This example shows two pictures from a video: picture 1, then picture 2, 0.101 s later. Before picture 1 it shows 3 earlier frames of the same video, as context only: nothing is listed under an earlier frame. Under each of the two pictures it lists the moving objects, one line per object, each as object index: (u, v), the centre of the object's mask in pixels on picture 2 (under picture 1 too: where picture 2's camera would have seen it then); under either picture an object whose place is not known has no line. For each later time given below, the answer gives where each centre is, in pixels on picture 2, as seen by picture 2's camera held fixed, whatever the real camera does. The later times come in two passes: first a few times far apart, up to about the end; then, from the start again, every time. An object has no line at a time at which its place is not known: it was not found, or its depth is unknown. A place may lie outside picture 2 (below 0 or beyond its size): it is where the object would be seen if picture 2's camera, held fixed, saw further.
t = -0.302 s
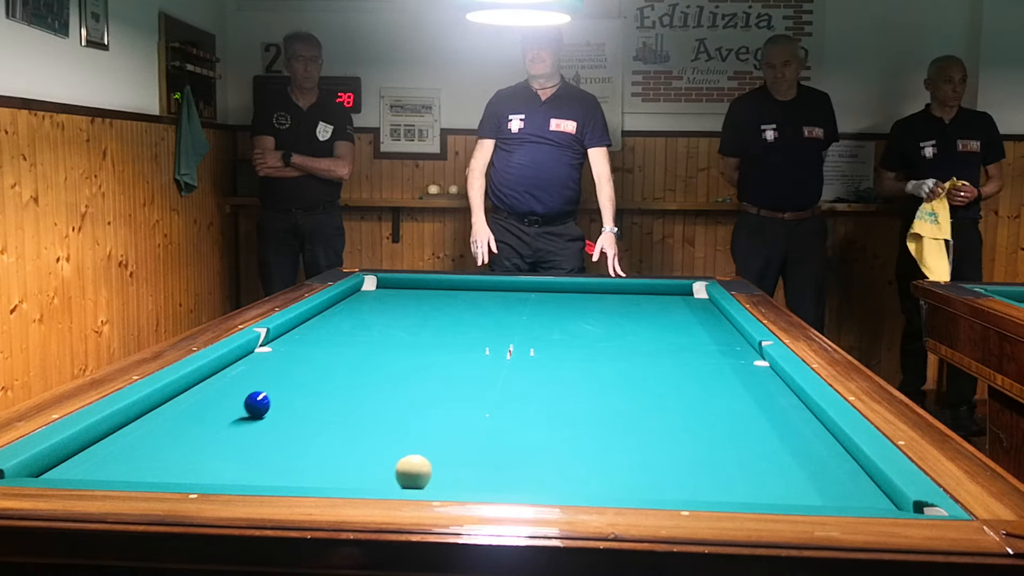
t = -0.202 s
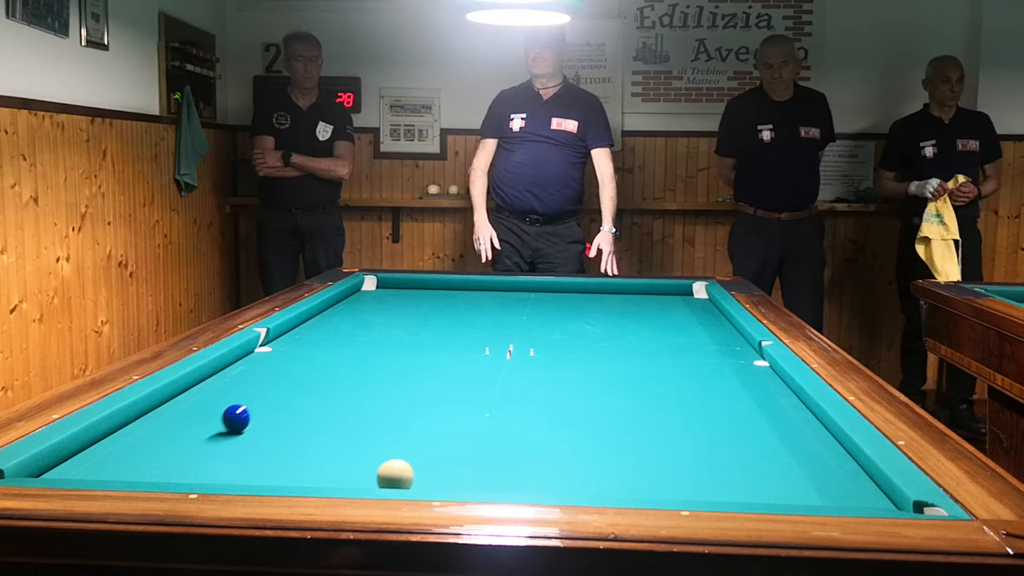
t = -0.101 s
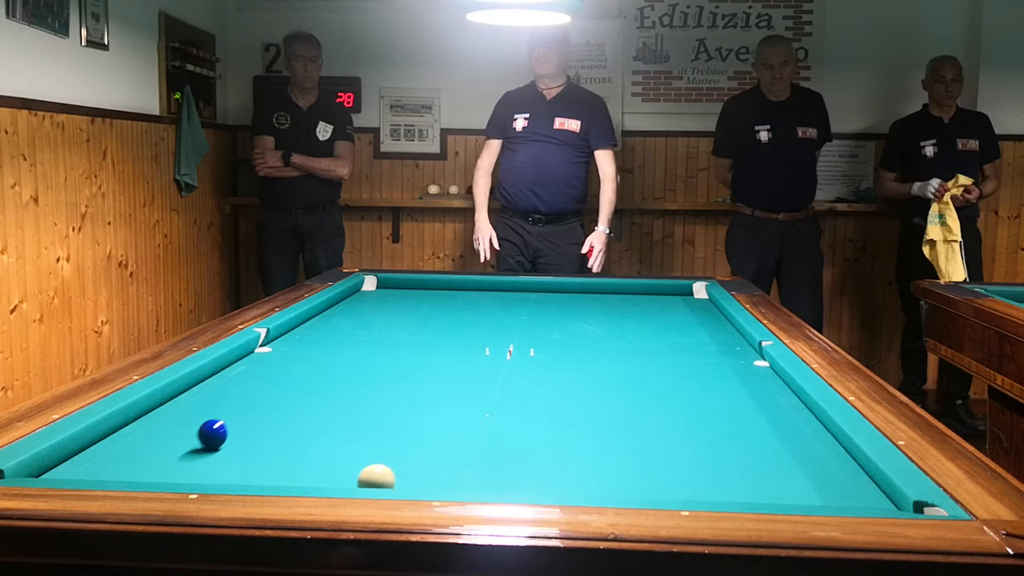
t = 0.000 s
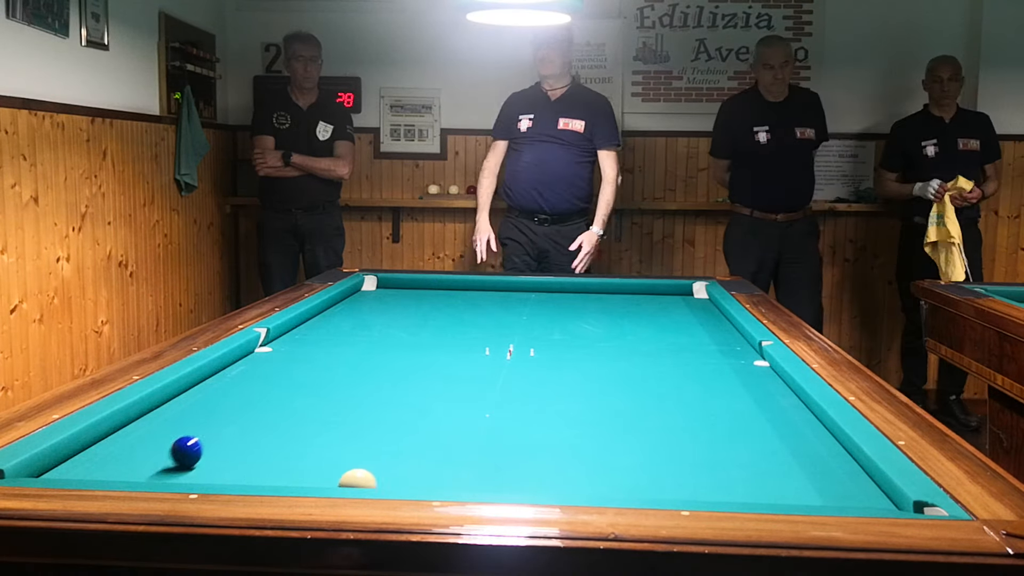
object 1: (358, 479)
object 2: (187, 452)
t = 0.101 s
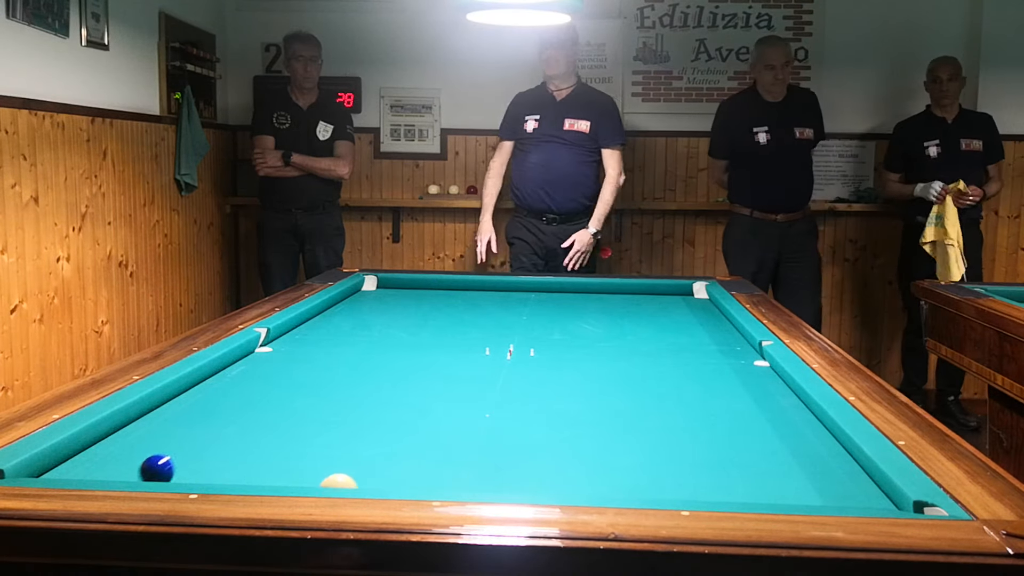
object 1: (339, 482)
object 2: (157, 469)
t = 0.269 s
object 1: (313, 483)
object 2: (135, 475)
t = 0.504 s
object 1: (291, 478)
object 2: (176, 453)
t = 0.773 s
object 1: (269, 474)
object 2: (211, 425)
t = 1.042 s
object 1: (249, 470)
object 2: (240, 403)
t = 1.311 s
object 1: (231, 465)
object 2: (264, 385)
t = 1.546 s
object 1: (216, 459)
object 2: (282, 371)
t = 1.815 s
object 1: (202, 453)
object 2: (299, 357)
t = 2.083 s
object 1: (188, 448)
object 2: (314, 346)
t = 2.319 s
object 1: (178, 444)
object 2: (325, 337)
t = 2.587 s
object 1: (167, 440)
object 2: (336, 327)
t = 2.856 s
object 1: (158, 436)
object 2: (346, 319)
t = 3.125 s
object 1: (149, 433)
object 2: (355, 312)
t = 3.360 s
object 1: (142, 430)
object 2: (362, 307)
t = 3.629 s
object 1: (136, 427)
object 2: (369, 301)
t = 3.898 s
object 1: (131, 425)
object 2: (375, 296)
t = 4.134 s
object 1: (129, 423)
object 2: (380, 292)
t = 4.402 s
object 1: (135, 423)
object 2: (385, 288)
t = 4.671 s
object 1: (139, 422)
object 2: (389, 284)
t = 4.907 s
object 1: (141, 421)
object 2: (387, 284)
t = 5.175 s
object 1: (143, 421)
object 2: (382, 287)
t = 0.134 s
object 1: (332, 482)
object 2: (147, 472)
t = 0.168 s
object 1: (325, 483)
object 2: (136, 475)
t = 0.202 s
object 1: (319, 484)
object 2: (126, 479)
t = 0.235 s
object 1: (316, 483)
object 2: (128, 478)
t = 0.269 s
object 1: (313, 483)
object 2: (135, 475)
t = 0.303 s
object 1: (310, 482)
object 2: (143, 473)
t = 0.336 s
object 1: (307, 481)
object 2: (149, 470)
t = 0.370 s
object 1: (303, 481)
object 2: (155, 468)
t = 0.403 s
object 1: (300, 480)
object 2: (161, 465)
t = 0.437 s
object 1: (297, 480)
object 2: (166, 461)
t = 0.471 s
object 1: (294, 479)
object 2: (171, 457)
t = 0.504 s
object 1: (291, 478)
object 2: (176, 453)
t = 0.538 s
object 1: (288, 478)
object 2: (181, 449)
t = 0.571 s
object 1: (285, 477)
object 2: (185, 445)
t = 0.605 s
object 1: (282, 477)
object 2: (190, 442)
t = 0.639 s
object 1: (280, 476)
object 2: (194, 438)
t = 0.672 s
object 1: (277, 475)
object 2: (199, 435)
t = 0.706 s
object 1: (274, 475)
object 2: (203, 432)
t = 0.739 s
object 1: (271, 474)
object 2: (207, 429)
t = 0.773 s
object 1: (269, 474)
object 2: (211, 425)
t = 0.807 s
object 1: (266, 473)
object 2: (215, 423)
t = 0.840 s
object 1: (263, 473)
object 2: (219, 420)
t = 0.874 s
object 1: (261, 472)
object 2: (222, 417)
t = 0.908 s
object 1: (259, 472)
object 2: (226, 414)
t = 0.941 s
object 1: (256, 471)
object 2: (230, 411)
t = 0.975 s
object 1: (253, 471)
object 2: (233, 408)
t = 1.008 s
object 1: (251, 470)
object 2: (237, 406)
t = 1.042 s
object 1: (249, 470)
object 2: (240, 403)
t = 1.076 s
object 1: (246, 469)
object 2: (243, 400)
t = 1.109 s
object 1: (244, 468)
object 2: (246, 398)
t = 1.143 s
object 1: (242, 468)
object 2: (249, 396)
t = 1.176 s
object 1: (240, 467)
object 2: (253, 394)
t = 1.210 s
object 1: (237, 467)
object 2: (255, 391)
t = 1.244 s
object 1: (235, 466)
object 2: (259, 389)
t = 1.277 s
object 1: (233, 465)
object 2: (261, 387)
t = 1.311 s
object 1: (231, 465)
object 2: (264, 385)
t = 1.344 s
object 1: (228, 464)
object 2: (267, 383)
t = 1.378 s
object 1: (227, 463)
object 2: (270, 380)
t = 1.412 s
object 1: (224, 463)
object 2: (272, 379)
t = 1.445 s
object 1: (222, 462)
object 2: (275, 377)
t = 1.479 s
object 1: (220, 461)
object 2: (277, 375)
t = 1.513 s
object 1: (219, 460)
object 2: (280, 373)
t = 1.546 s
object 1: (216, 459)
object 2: (282, 371)
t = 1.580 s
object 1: (214, 458)
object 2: (284, 369)
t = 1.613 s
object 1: (213, 458)
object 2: (286, 367)
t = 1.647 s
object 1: (211, 457)
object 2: (289, 366)
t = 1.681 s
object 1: (209, 456)
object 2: (291, 364)
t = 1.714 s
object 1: (207, 456)
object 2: (293, 362)
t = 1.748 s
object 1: (205, 455)
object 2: (295, 361)
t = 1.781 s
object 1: (203, 454)
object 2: (297, 359)
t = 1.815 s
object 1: (202, 453)
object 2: (299, 357)
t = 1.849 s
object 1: (200, 453)
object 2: (301, 356)
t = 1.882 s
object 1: (198, 452)
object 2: (303, 354)
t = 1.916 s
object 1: (196, 452)
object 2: (305, 353)
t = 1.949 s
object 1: (195, 451)
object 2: (307, 351)
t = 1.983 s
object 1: (193, 450)
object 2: (309, 350)
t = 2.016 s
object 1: (192, 450)
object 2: (310, 348)
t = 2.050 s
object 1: (190, 449)
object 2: (312, 347)
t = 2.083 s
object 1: (188, 448)
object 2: (314, 346)
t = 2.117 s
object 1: (187, 448)
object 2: (316, 344)
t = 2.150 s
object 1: (185, 447)
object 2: (317, 343)
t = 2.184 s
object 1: (184, 447)
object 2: (319, 342)
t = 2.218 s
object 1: (182, 446)
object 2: (320, 340)
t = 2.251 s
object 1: (181, 445)
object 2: (322, 339)
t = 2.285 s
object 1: (179, 445)
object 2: (323, 338)
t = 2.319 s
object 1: (178, 444)
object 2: (325, 337)
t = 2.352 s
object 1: (176, 444)
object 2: (326, 335)
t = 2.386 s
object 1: (175, 443)
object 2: (328, 334)
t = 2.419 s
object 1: (174, 443)
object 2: (329, 333)
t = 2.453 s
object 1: (172, 442)
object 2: (331, 332)
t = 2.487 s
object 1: (171, 442)
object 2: (332, 331)
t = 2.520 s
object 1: (170, 441)
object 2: (333, 330)
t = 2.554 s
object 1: (168, 441)
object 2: (335, 329)
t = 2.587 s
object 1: (167, 440)
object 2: (336, 327)
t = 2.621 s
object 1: (166, 439)
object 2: (338, 326)
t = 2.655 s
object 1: (165, 439)
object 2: (339, 325)
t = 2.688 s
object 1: (163, 438)
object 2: (340, 324)
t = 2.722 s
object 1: (162, 438)
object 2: (341, 323)
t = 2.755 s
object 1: (161, 437)
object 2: (343, 322)
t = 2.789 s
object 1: (160, 437)
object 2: (344, 321)
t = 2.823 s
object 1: (159, 436)
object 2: (345, 321)
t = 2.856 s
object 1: (158, 436)
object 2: (346, 319)
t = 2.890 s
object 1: (156, 436)
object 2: (347, 318)
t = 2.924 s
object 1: (155, 435)
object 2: (349, 318)
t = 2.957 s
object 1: (154, 435)
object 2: (350, 317)
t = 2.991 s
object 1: (153, 434)
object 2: (351, 316)
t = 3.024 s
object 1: (152, 434)
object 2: (352, 315)
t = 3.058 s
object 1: (151, 434)
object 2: (353, 314)
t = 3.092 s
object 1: (150, 433)
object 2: (354, 313)
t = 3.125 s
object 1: (149, 433)
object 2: (355, 312)
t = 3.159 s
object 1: (148, 432)
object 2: (356, 312)
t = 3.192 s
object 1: (147, 432)
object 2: (357, 311)
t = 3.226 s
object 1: (146, 431)
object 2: (358, 310)
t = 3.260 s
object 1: (145, 431)
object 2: (359, 309)
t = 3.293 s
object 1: (144, 430)
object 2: (360, 308)
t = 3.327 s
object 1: (143, 430)
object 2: (361, 308)
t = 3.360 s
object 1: (142, 430)
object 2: (362, 307)
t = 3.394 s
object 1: (142, 430)
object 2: (363, 306)
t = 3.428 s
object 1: (141, 429)
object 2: (364, 306)
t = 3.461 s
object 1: (140, 429)
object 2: (364, 305)
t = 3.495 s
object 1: (139, 428)
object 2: (365, 304)
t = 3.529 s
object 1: (138, 428)
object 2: (366, 303)
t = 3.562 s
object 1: (137, 428)
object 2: (367, 303)
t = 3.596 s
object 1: (137, 428)
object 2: (368, 302)
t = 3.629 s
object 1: (136, 427)
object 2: (369, 301)
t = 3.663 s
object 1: (135, 427)
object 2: (370, 301)
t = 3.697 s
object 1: (135, 427)
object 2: (370, 300)
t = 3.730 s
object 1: (134, 426)
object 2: (371, 299)
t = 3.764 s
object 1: (133, 426)
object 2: (372, 299)
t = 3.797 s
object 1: (132, 426)
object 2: (373, 298)
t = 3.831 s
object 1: (132, 426)
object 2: (374, 297)
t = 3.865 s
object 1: (131, 425)
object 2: (374, 297)
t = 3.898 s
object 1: (131, 425)
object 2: (375, 296)
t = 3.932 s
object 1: (130, 425)
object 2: (376, 296)
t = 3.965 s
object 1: (130, 424)
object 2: (377, 295)
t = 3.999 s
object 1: (129, 424)
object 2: (377, 294)
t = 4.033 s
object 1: (128, 424)
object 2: (378, 294)
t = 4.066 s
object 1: (128, 424)
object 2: (379, 293)
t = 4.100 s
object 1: (128, 423)
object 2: (379, 293)
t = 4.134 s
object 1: (129, 423)
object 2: (380, 292)
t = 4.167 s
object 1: (130, 423)
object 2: (381, 292)
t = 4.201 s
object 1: (130, 423)
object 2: (381, 291)
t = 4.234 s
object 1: (131, 423)
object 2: (382, 291)
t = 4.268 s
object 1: (132, 423)
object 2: (383, 290)
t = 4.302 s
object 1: (133, 423)
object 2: (383, 290)
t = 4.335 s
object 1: (133, 423)
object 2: (384, 289)
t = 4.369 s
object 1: (134, 423)
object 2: (384, 288)
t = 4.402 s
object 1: (135, 423)
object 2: (385, 288)
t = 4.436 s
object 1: (135, 422)
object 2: (385, 288)
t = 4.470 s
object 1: (136, 422)
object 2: (386, 287)
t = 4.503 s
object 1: (137, 422)
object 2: (386, 287)
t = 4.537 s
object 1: (137, 422)
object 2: (387, 286)
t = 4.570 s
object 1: (138, 422)
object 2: (387, 286)
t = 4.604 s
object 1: (138, 422)
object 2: (388, 285)
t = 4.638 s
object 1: (139, 422)
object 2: (388, 285)
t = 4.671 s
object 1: (139, 422)
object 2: (389, 284)
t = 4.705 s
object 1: (140, 422)
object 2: (389, 284)
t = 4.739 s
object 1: (140, 422)
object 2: (389, 284)
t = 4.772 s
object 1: (140, 422)
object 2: (389, 284)
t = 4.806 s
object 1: (140, 422)
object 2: (388, 284)
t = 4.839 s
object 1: (141, 422)
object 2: (388, 284)
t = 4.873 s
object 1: (141, 422)
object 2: (387, 284)
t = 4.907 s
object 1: (141, 421)
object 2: (387, 284)
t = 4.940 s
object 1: (141, 421)
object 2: (386, 285)
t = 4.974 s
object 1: (142, 421)
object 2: (385, 285)
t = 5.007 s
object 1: (142, 421)
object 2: (385, 285)
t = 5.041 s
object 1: (142, 421)
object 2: (384, 286)
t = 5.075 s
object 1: (142, 421)
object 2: (384, 286)
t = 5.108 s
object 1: (143, 421)
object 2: (383, 286)
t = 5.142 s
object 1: (143, 421)
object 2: (383, 287)
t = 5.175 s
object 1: (143, 421)
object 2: (382, 287)
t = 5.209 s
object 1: (143, 421)
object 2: (381, 287)
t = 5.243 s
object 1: (143, 421)
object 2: (381, 287)
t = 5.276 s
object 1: (143, 421)
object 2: (380, 288)
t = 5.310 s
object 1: (143, 421)
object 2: (380, 288)
